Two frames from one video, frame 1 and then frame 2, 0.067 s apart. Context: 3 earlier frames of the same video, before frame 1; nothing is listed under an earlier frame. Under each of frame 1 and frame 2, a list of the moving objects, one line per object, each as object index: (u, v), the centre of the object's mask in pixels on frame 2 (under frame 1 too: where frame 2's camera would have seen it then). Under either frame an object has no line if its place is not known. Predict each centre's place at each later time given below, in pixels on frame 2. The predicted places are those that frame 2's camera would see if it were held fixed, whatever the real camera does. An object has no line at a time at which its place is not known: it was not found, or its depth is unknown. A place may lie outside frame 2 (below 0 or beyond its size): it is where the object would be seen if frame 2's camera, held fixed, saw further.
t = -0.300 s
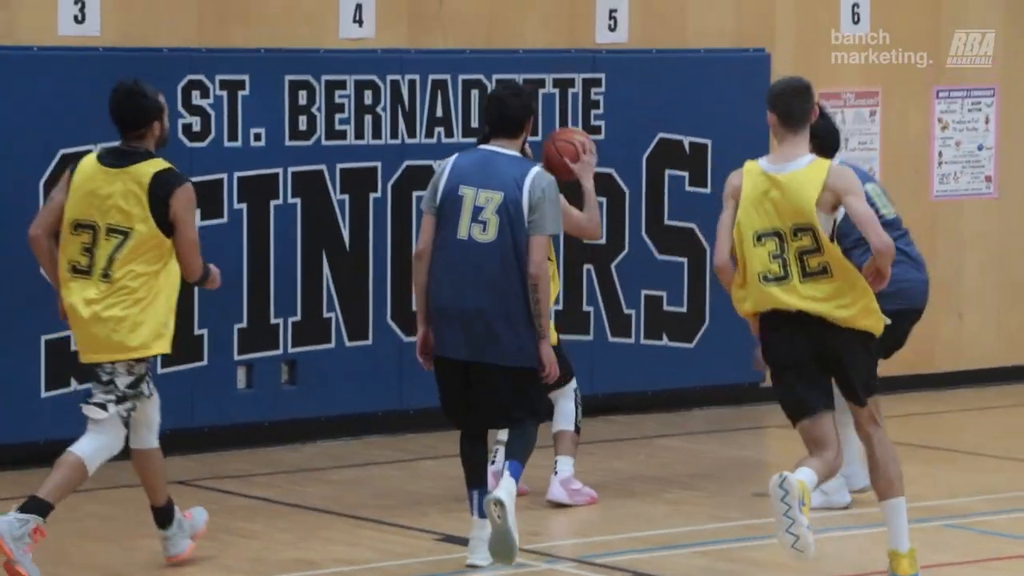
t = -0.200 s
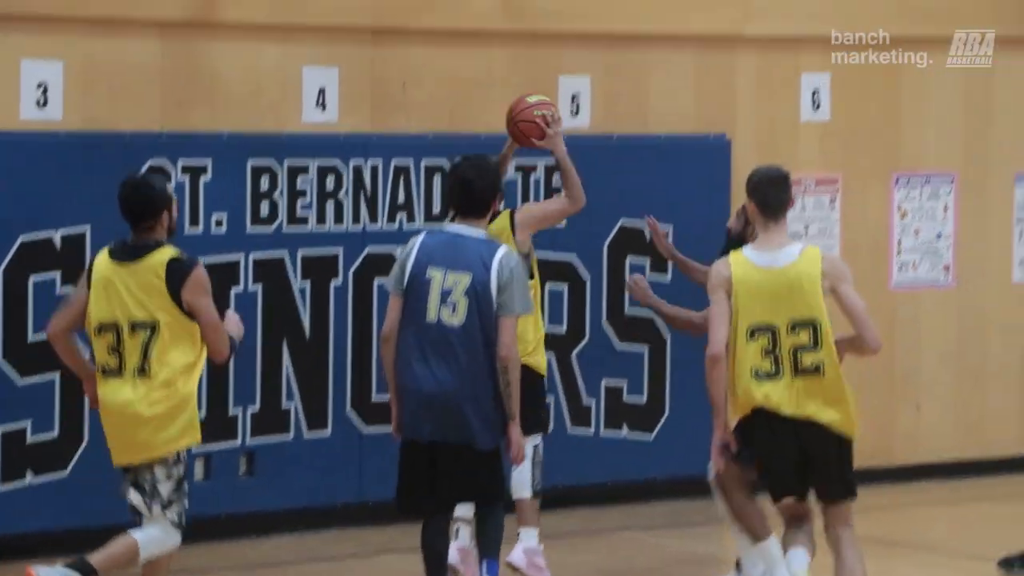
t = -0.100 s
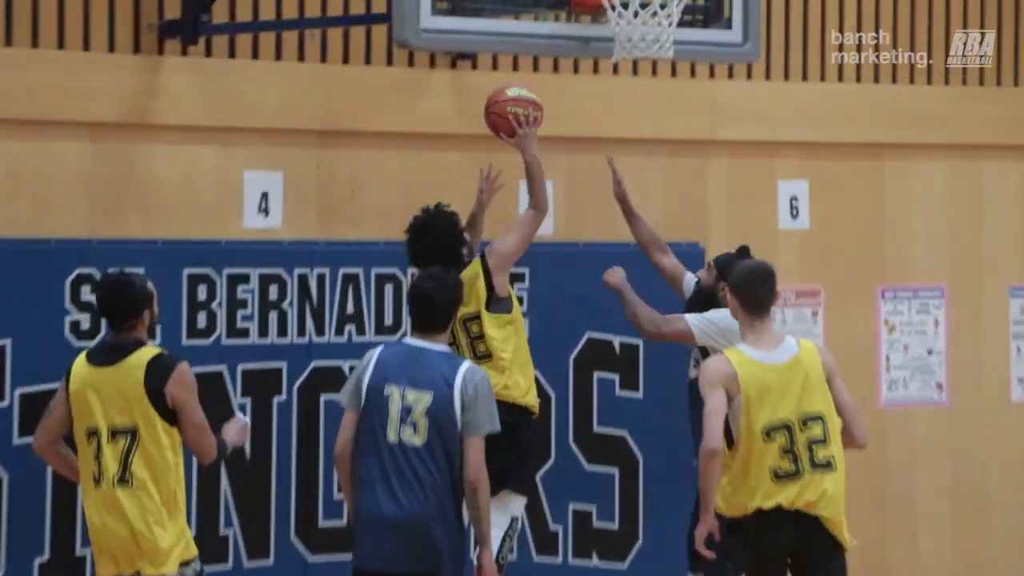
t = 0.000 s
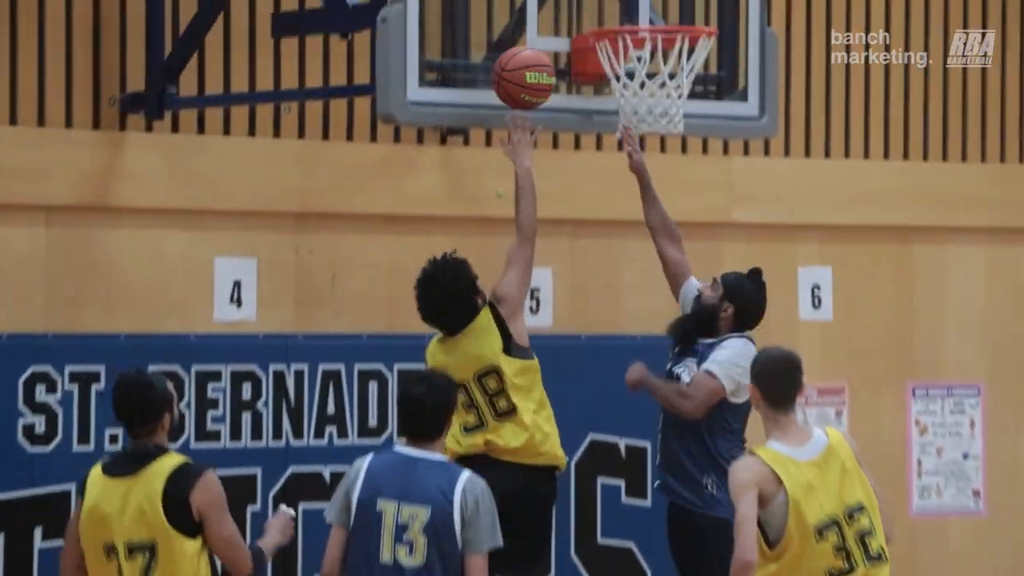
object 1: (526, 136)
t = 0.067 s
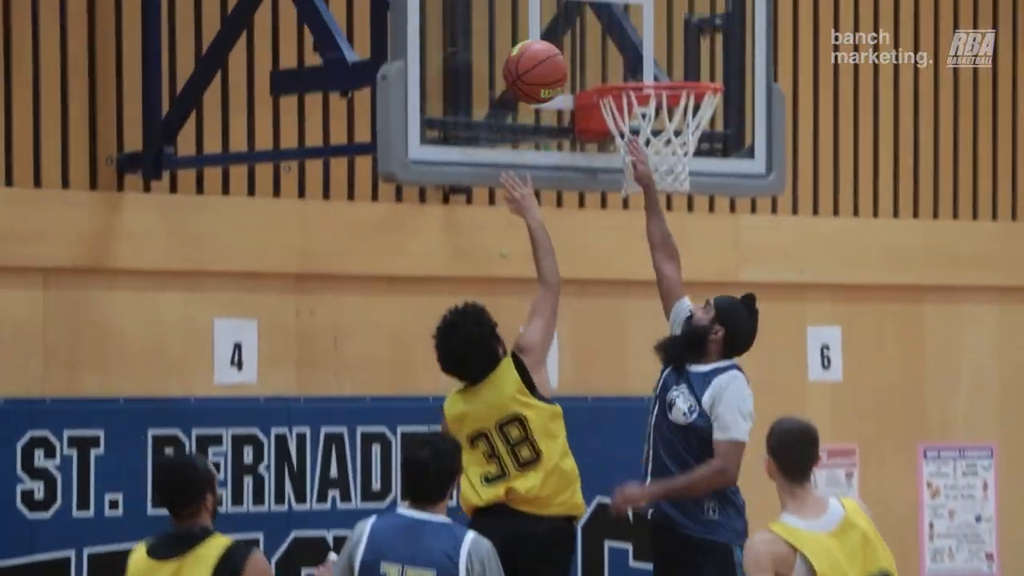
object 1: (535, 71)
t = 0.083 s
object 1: (537, 57)
